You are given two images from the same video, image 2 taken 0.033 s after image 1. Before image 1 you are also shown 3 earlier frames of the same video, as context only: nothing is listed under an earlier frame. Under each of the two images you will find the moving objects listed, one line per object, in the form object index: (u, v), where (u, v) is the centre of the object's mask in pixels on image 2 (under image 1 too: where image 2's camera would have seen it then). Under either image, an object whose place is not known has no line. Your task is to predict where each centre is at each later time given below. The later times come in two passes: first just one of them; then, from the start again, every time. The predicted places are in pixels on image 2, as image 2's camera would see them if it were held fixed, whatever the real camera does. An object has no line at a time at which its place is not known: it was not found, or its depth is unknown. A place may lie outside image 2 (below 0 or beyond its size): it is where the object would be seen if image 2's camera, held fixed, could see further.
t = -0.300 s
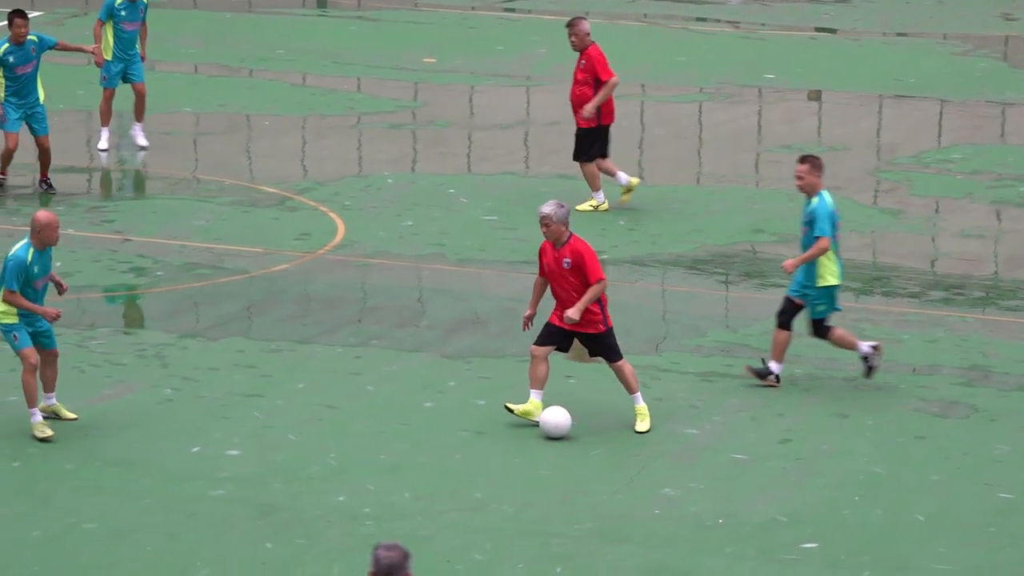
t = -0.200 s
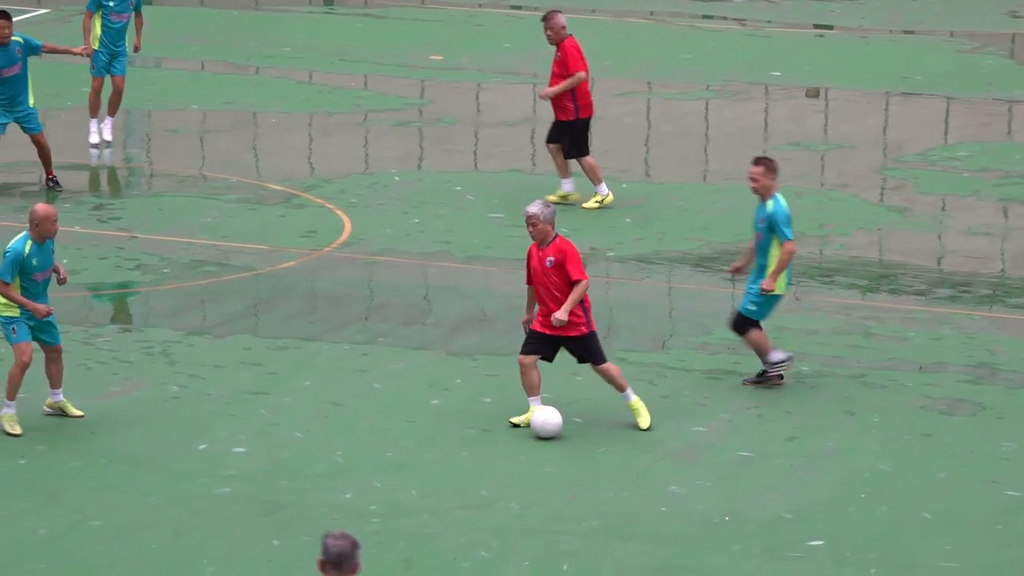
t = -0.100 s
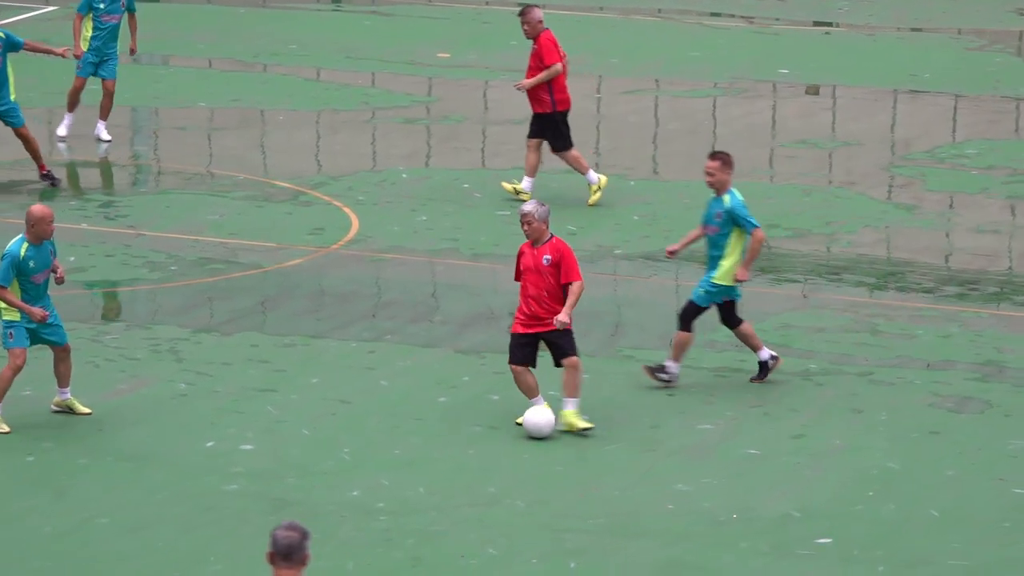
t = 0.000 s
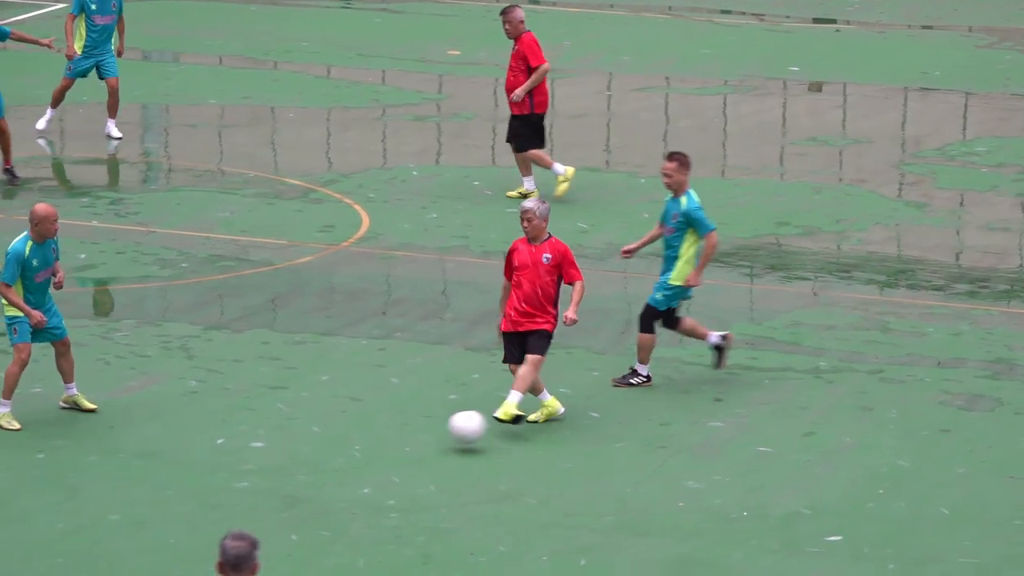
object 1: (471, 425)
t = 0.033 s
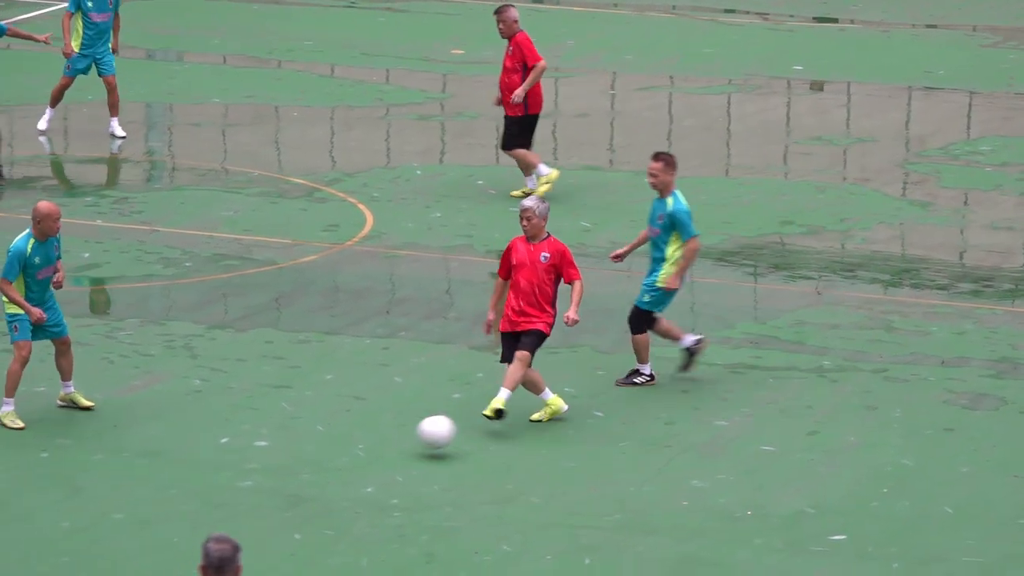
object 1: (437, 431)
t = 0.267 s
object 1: (205, 479)
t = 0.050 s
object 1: (419, 434)
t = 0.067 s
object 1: (402, 439)
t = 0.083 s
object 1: (384, 443)
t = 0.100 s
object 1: (366, 448)
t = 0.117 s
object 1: (349, 454)
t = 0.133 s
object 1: (330, 460)
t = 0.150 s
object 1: (315, 462)
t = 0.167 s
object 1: (299, 464)
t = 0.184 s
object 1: (284, 465)
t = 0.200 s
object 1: (269, 466)
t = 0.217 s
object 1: (253, 469)
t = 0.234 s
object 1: (237, 472)
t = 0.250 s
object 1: (222, 475)
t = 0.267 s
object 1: (205, 479)
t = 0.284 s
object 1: (189, 484)
